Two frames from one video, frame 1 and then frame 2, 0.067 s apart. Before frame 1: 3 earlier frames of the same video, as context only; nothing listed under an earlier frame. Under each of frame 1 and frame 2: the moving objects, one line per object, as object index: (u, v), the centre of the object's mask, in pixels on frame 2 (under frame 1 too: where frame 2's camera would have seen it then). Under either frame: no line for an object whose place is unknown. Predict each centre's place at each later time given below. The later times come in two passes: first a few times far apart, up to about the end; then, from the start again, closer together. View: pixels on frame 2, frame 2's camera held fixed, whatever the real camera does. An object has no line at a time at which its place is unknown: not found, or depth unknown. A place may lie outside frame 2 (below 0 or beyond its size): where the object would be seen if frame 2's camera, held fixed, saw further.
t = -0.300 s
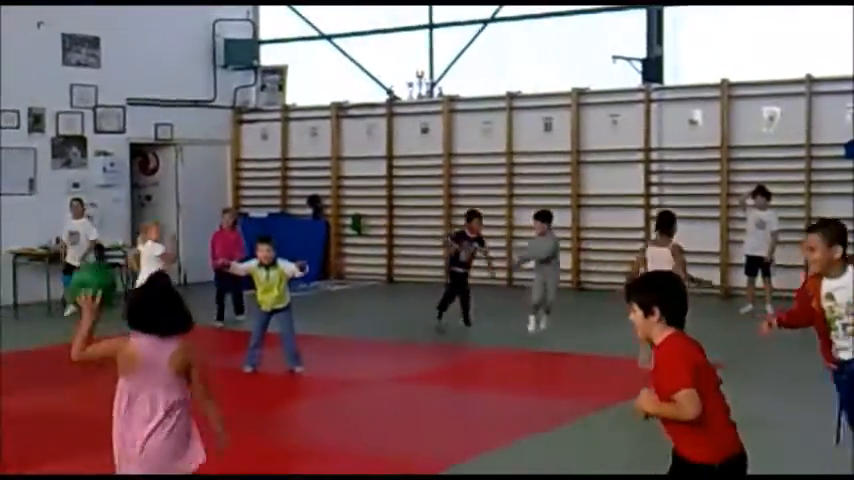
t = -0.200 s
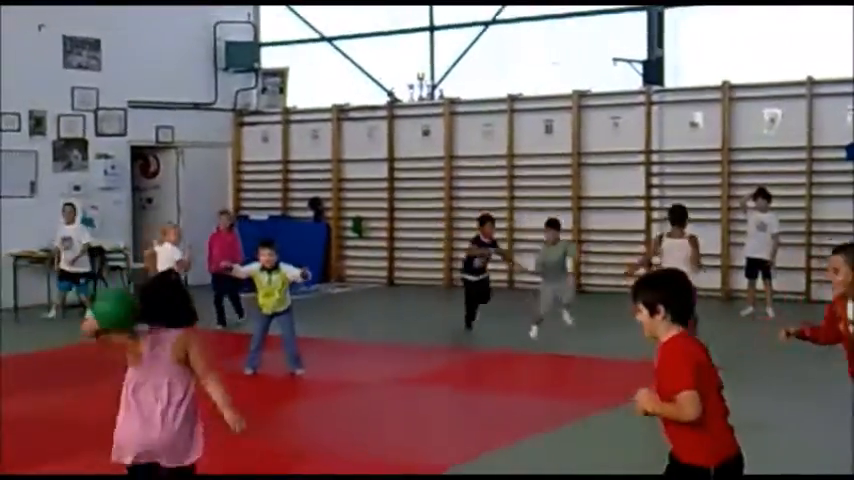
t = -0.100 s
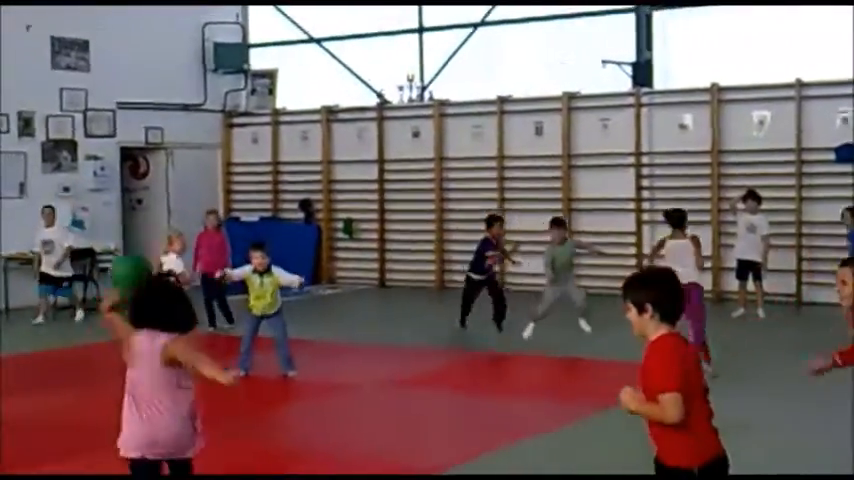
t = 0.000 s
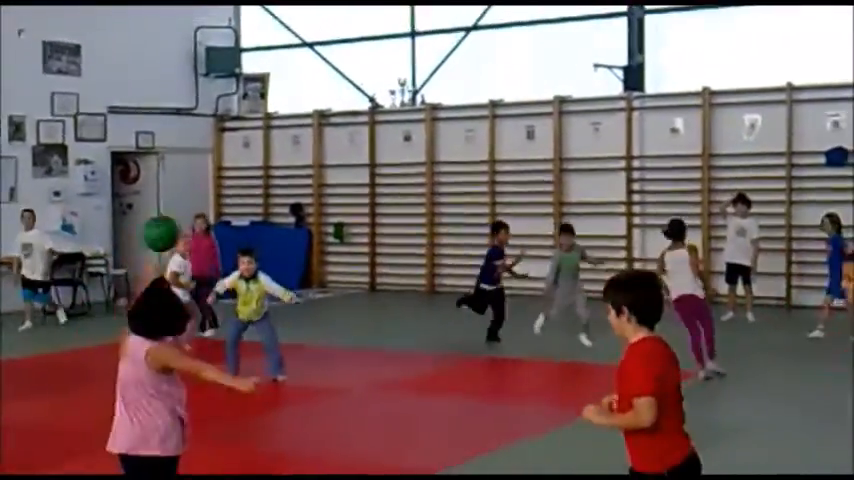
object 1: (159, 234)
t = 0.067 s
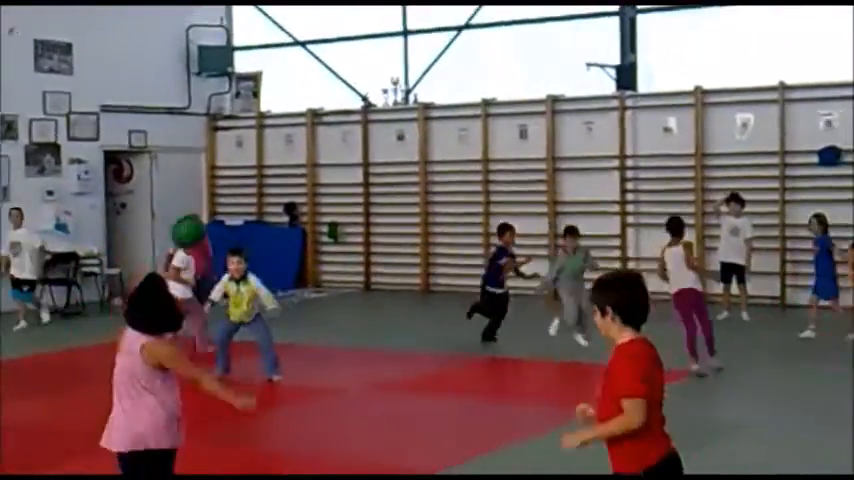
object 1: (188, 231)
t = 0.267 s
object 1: (254, 269)
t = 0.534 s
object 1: (308, 371)
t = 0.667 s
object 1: (309, 321)
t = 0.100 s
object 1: (200, 236)
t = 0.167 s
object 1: (226, 245)
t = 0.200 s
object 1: (237, 250)
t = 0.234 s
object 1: (246, 260)
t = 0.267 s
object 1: (254, 269)
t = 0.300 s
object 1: (261, 280)
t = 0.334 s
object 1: (271, 293)
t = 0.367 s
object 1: (279, 304)
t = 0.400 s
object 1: (285, 313)
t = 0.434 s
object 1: (292, 329)
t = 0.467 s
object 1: (298, 342)
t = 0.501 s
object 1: (303, 356)
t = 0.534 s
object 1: (308, 371)
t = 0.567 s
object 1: (309, 360)
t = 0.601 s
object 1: (308, 345)
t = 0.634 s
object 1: (309, 333)
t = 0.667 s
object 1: (309, 321)
